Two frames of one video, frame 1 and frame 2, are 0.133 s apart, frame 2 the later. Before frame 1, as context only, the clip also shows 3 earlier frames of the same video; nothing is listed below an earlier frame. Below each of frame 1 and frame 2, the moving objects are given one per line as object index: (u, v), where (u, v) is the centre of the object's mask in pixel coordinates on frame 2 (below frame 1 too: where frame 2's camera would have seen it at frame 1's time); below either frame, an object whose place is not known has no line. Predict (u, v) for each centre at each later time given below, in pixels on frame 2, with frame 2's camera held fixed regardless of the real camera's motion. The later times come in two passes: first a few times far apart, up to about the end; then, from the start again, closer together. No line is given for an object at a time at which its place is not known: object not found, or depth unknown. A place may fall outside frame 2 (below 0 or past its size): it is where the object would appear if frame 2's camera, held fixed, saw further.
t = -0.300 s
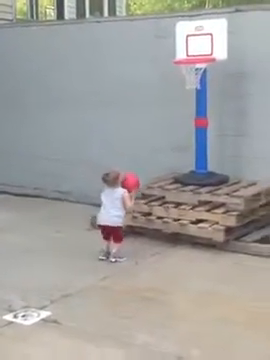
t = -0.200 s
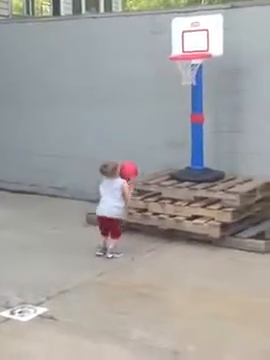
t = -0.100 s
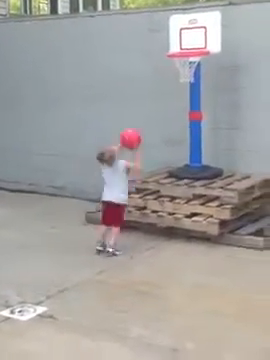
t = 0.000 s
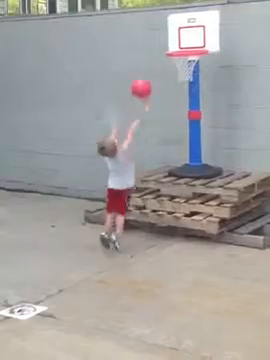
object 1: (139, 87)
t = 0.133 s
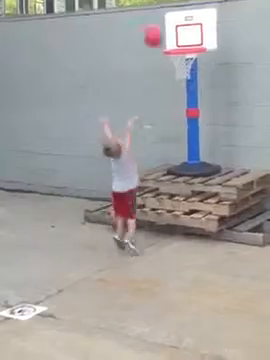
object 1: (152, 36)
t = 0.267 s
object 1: (168, 6)
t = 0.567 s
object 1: (195, 19)
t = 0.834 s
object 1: (187, 42)
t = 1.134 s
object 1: (168, 43)
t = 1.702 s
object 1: (187, 69)
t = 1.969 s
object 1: (197, 156)
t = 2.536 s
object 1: (128, 145)
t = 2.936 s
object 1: (89, 178)
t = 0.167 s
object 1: (156, 26)
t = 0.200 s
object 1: (160, 18)
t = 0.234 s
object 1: (164, 11)
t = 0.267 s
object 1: (168, 6)
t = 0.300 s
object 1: (170, 3)
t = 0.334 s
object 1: (173, 2)
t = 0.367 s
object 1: (176, 2)
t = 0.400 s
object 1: (178, 1)
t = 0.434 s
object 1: (183, 2)
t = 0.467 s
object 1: (187, 2)
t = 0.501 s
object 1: (189, 7)
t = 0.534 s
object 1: (191, 11)
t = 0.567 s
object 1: (195, 19)
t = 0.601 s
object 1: (199, 26)
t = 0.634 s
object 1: (199, 33)
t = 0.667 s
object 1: (199, 39)
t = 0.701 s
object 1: (198, 41)
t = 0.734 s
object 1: (196, 40)
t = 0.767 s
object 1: (193, 40)
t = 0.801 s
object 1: (189, 41)
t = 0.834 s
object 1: (187, 42)
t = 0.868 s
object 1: (185, 41)
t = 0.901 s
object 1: (182, 42)
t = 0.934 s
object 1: (179, 42)
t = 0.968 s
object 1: (177, 42)
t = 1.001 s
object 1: (174, 43)
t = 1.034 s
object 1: (173, 43)
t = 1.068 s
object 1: (171, 44)
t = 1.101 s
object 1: (170, 43)
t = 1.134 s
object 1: (168, 43)
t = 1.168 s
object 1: (168, 43)
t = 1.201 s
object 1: (168, 42)
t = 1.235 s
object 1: (168, 42)
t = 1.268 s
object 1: (168, 42)
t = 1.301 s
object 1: (168, 42)
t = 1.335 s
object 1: (169, 42)
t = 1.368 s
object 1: (169, 41)
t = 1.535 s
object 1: (176, 44)
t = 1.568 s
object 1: (177, 49)
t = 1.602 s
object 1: (181, 55)
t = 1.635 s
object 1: (181, 57)
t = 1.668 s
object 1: (184, 63)
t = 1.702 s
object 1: (187, 69)
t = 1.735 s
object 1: (187, 76)
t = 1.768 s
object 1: (188, 85)
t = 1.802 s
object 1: (188, 94)
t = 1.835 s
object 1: (191, 106)
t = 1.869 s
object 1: (193, 115)
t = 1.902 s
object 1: (193, 129)
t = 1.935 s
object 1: (195, 141)
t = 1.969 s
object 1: (197, 156)
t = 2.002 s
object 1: (197, 156)
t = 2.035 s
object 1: (192, 149)
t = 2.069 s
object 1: (187, 139)
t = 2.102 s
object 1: (183, 133)
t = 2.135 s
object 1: (180, 126)
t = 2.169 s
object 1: (175, 122)
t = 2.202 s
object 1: (172, 115)
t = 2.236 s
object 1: (167, 114)
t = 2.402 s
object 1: (146, 119)
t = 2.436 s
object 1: (141, 124)
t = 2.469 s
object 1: (137, 129)
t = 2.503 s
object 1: (133, 136)
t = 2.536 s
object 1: (128, 145)
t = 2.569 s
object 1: (124, 155)
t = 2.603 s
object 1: (121, 165)
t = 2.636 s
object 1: (116, 177)
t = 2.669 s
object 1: (113, 190)
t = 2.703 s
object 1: (109, 204)
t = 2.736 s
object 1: (106, 218)
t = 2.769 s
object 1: (102, 228)
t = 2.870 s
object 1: (95, 194)
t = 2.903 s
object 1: (90, 185)
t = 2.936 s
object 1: (89, 178)
